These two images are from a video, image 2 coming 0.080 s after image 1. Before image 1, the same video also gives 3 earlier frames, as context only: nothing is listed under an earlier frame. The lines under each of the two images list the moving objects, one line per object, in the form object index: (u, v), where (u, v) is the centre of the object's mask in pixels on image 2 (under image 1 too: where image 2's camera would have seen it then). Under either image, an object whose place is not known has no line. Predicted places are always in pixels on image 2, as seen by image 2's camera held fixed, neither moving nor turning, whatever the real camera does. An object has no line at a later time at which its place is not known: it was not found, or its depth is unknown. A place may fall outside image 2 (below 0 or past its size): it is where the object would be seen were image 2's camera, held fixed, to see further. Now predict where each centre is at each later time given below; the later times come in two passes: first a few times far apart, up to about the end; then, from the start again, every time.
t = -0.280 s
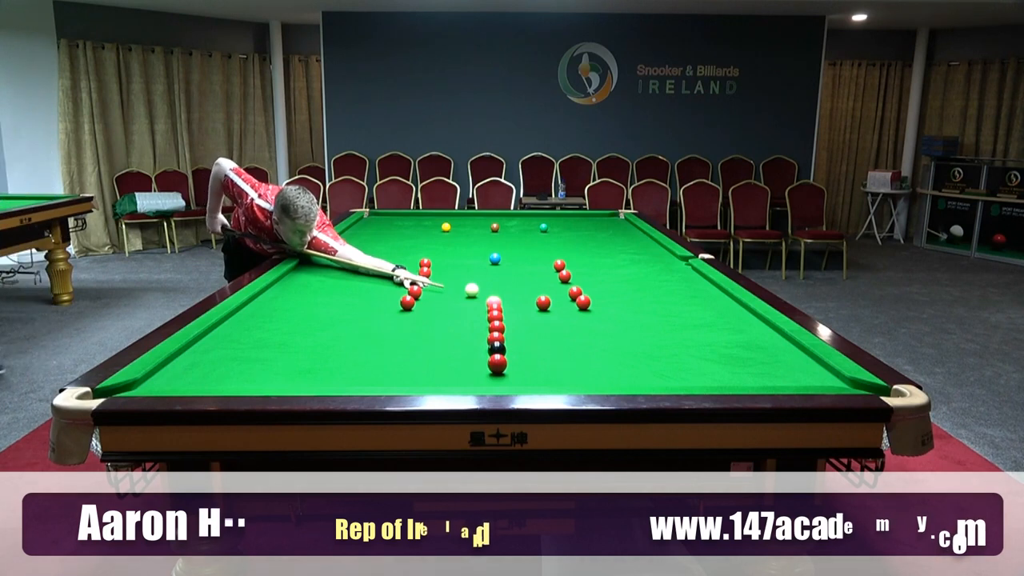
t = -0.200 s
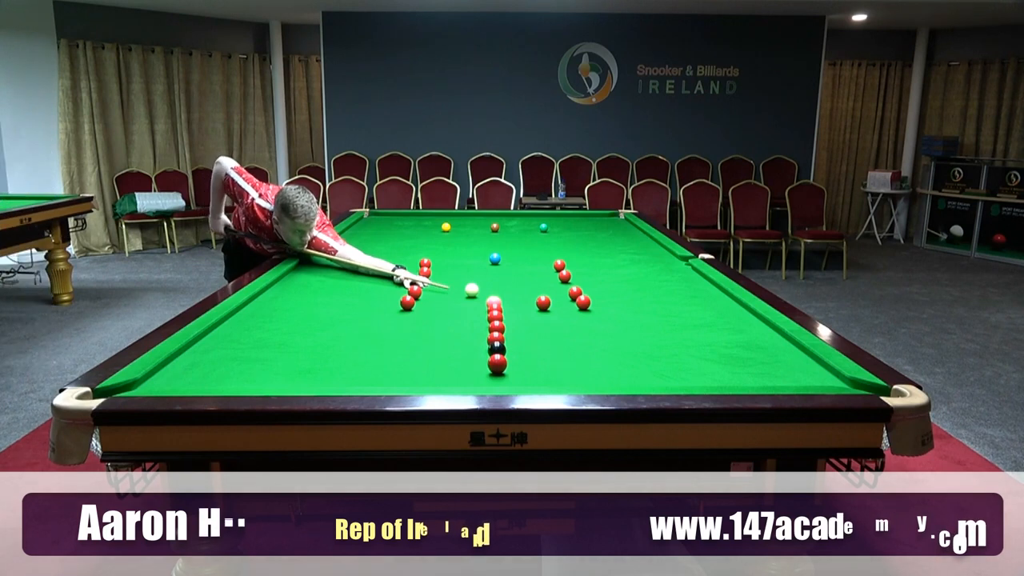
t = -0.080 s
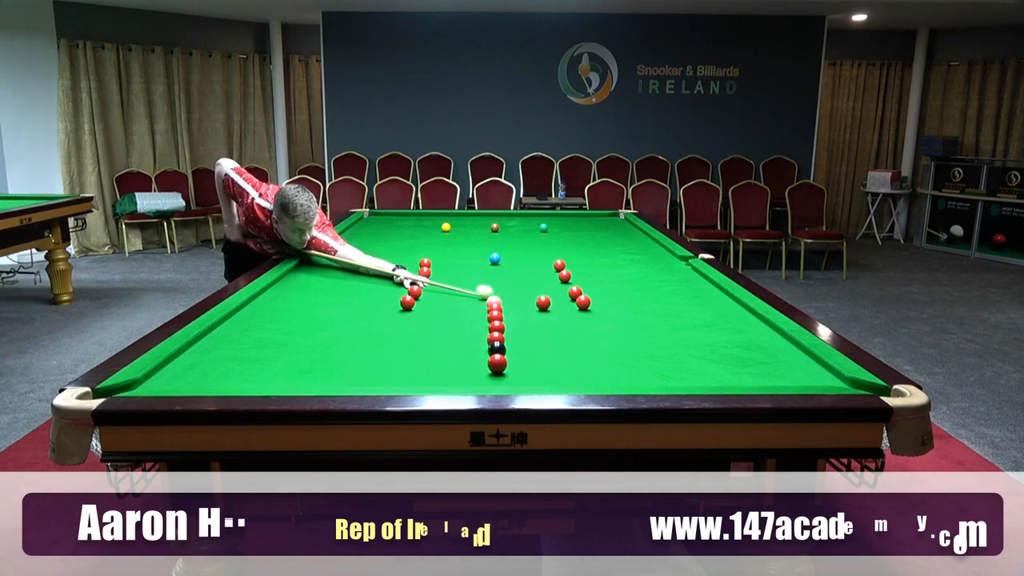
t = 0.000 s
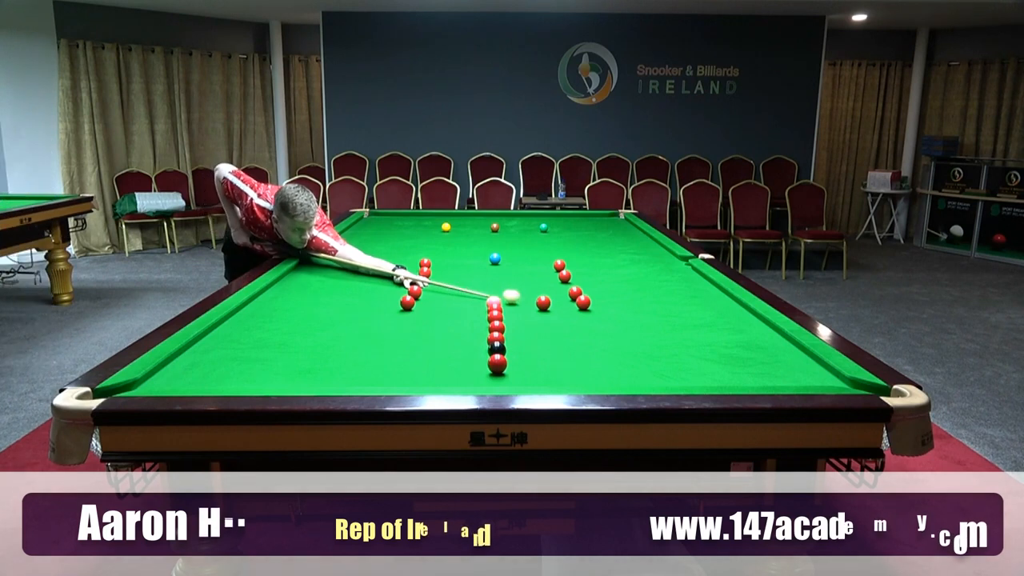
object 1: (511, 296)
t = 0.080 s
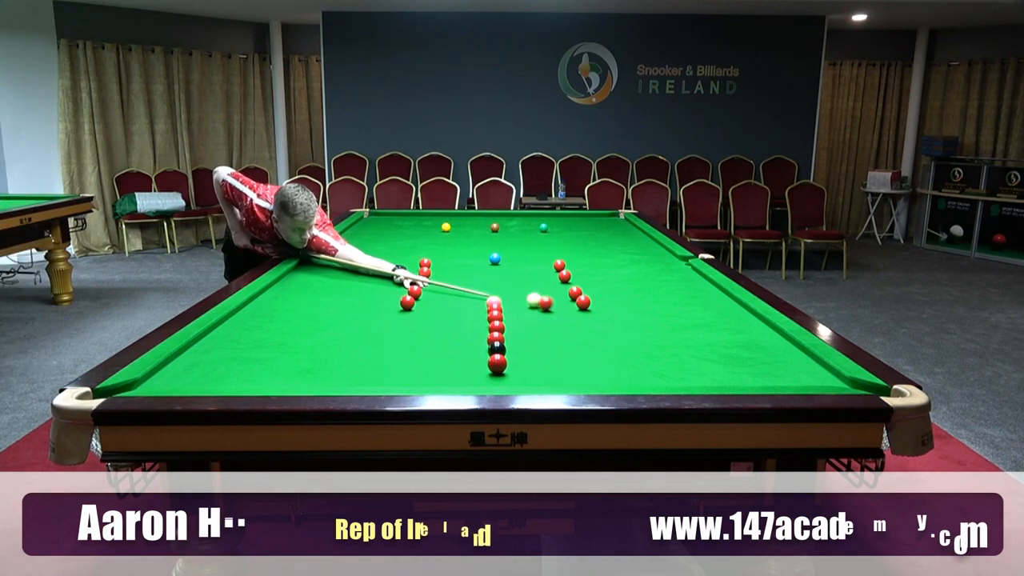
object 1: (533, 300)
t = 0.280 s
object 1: (539, 298)
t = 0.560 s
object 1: (543, 295)
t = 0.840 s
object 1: (547, 292)
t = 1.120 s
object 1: (550, 290)
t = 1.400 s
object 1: (554, 288)
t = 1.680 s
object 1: (556, 287)
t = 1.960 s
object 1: (557, 286)
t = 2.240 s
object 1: (558, 285)
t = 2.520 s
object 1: (559, 285)
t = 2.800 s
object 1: (559, 285)
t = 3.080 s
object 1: (559, 285)
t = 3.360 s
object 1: (559, 285)
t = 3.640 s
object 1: (559, 285)
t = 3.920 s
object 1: (559, 285)
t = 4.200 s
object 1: (559, 285)
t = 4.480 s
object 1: (559, 285)
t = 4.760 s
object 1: (559, 285)
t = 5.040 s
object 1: (559, 285)
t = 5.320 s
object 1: (559, 285)
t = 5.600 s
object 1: (559, 285)
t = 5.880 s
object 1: (559, 285)
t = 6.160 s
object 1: (559, 285)
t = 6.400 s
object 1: (559, 285)
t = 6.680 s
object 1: (559, 285)
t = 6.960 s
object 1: (559, 285)
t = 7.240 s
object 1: (559, 285)
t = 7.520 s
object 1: (559, 285)
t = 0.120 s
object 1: (536, 299)
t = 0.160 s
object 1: (537, 299)
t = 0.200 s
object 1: (538, 298)
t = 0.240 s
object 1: (538, 298)
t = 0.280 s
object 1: (539, 298)
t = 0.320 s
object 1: (540, 297)
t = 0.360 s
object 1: (540, 297)
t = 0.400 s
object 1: (541, 296)
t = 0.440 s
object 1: (542, 296)
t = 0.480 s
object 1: (542, 295)
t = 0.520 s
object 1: (543, 295)
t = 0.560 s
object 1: (543, 295)
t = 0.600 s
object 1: (544, 294)
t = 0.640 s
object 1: (544, 294)
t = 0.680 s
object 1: (545, 294)
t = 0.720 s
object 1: (546, 293)
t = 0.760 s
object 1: (546, 293)
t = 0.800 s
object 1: (547, 293)
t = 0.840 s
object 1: (547, 292)
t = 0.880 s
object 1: (548, 292)
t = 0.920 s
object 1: (548, 292)
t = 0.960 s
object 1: (549, 291)
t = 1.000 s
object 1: (549, 291)
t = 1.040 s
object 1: (550, 290)
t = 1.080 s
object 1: (550, 290)
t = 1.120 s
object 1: (550, 290)
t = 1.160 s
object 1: (551, 290)
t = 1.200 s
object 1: (551, 289)
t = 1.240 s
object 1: (552, 289)
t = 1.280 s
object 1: (552, 289)
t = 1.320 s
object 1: (553, 289)
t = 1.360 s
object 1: (553, 288)
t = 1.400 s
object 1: (554, 288)
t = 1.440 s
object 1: (554, 288)
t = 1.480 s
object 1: (554, 288)
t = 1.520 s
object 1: (555, 288)
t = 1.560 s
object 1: (555, 287)
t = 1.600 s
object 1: (555, 287)
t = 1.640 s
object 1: (556, 287)
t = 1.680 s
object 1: (556, 287)
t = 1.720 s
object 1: (556, 287)
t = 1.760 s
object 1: (556, 287)
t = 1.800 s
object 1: (556, 286)
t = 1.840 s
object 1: (557, 286)
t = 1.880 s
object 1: (557, 286)
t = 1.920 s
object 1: (557, 286)
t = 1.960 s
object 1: (557, 286)
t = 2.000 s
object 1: (557, 286)
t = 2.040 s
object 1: (558, 286)
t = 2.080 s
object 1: (558, 286)
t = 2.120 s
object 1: (558, 286)
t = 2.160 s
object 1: (558, 286)
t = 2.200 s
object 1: (558, 286)
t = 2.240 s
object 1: (558, 285)
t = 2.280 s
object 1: (559, 285)
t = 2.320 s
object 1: (559, 285)
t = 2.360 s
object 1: (559, 285)
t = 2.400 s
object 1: (559, 285)
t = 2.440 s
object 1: (559, 285)
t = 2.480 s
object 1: (559, 285)
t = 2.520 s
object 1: (559, 285)
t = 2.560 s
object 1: (559, 285)
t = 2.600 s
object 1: (559, 285)
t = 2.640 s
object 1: (559, 285)
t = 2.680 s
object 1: (559, 285)
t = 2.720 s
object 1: (559, 285)
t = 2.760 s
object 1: (559, 285)
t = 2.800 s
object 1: (559, 285)
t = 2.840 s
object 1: (559, 285)
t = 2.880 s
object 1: (559, 285)
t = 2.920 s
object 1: (559, 285)
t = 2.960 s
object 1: (559, 285)
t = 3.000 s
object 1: (559, 285)
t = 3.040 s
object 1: (559, 285)
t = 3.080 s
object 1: (559, 285)
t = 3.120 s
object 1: (559, 285)
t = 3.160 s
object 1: (559, 285)
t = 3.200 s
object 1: (559, 285)
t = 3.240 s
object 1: (559, 285)
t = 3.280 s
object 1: (559, 285)
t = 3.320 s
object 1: (559, 285)
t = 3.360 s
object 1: (559, 285)
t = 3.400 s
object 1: (559, 285)
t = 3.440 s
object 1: (559, 285)
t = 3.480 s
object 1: (559, 285)
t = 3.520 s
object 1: (559, 285)
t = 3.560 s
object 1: (559, 285)
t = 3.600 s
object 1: (559, 285)
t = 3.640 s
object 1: (559, 285)
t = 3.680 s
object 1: (559, 285)
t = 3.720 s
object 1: (559, 285)
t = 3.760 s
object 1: (559, 285)
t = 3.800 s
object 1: (559, 285)
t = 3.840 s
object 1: (559, 285)
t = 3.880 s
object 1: (559, 285)
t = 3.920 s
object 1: (559, 285)
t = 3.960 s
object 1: (559, 285)
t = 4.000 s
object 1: (559, 285)
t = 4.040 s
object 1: (559, 285)
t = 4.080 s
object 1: (559, 285)
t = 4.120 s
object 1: (559, 285)
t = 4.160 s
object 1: (559, 285)
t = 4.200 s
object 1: (559, 285)
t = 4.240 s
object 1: (559, 285)
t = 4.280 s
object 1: (559, 285)
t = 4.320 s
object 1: (559, 285)
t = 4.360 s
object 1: (559, 285)
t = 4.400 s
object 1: (559, 285)
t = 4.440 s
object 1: (559, 285)
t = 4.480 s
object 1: (559, 285)
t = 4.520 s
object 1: (559, 285)
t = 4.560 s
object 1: (559, 285)
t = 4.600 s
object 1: (559, 285)
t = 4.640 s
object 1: (559, 285)
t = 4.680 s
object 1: (559, 285)
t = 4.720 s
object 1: (559, 285)
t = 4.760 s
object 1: (559, 285)
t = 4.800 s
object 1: (559, 285)
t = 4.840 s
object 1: (559, 285)
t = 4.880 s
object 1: (559, 285)
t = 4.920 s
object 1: (559, 285)
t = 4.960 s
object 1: (559, 285)
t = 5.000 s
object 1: (559, 285)
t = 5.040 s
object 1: (559, 285)
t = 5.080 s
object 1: (559, 285)
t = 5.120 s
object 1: (559, 285)
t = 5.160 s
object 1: (559, 285)
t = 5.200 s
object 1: (559, 285)
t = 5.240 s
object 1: (559, 285)
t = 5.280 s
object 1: (559, 285)
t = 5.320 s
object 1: (559, 285)
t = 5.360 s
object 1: (559, 285)
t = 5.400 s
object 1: (559, 285)
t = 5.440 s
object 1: (559, 285)
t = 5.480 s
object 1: (559, 285)
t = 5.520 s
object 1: (559, 285)
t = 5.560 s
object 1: (559, 285)
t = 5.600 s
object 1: (559, 285)
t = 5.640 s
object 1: (559, 285)
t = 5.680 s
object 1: (559, 285)
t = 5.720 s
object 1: (559, 285)
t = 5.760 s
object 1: (559, 285)
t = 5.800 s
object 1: (559, 285)
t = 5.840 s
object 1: (559, 285)
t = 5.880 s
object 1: (559, 285)
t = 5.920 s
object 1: (559, 285)
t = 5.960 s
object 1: (559, 285)
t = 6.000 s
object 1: (559, 285)
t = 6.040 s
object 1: (559, 285)
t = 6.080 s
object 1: (559, 285)
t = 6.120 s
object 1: (559, 285)
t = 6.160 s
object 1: (559, 285)
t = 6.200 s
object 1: (559, 285)
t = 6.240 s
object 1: (559, 285)
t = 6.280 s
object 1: (559, 285)
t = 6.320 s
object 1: (559, 285)
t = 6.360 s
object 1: (559, 285)
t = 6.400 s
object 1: (559, 285)
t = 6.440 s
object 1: (559, 285)
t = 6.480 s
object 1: (559, 285)
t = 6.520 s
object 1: (559, 285)
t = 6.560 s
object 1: (559, 285)
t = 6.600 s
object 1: (559, 285)
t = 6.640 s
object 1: (559, 285)
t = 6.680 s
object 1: (559, 285)
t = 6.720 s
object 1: (559, 285)
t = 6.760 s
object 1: (559, 285)
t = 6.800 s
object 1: (559, 285)
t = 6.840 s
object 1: (559, 285)
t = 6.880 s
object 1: (559, 285)
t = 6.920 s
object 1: (559, 285)
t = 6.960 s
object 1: (559, 285)
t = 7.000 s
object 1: (559, 285)
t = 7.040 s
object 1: (559, 285)
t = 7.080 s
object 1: (559, 285)
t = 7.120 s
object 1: (559, 285)
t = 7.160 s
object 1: (559, 285)
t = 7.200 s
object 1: (559, 285)
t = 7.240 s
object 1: (559, 285)
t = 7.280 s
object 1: (559, 285)
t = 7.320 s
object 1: (559, 285)
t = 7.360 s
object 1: (559, 285)
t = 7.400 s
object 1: (559, 285)
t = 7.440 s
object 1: (559, 285)
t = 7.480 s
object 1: (559, 285)
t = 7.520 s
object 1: (559, 285)
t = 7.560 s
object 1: (559, 285)
